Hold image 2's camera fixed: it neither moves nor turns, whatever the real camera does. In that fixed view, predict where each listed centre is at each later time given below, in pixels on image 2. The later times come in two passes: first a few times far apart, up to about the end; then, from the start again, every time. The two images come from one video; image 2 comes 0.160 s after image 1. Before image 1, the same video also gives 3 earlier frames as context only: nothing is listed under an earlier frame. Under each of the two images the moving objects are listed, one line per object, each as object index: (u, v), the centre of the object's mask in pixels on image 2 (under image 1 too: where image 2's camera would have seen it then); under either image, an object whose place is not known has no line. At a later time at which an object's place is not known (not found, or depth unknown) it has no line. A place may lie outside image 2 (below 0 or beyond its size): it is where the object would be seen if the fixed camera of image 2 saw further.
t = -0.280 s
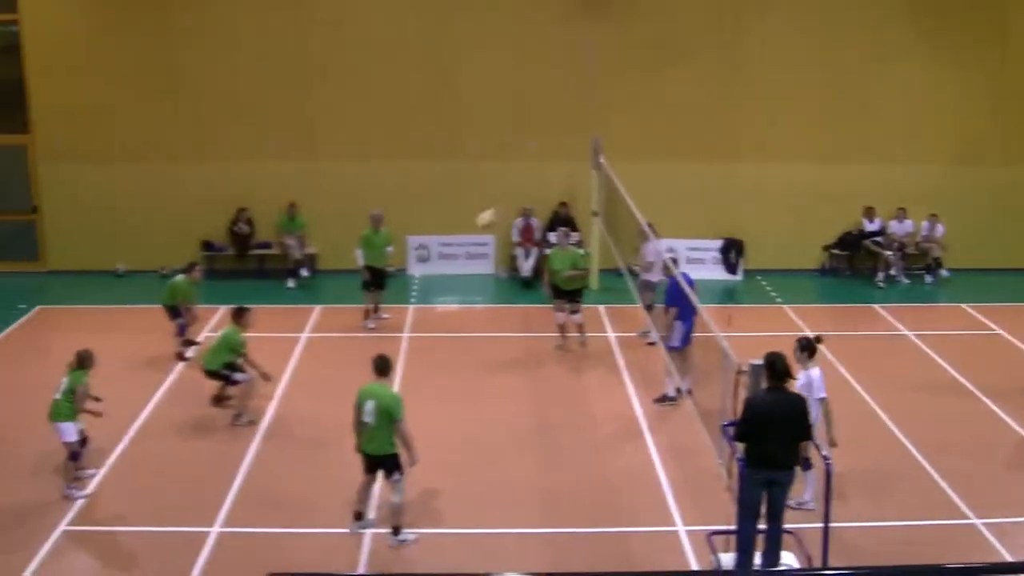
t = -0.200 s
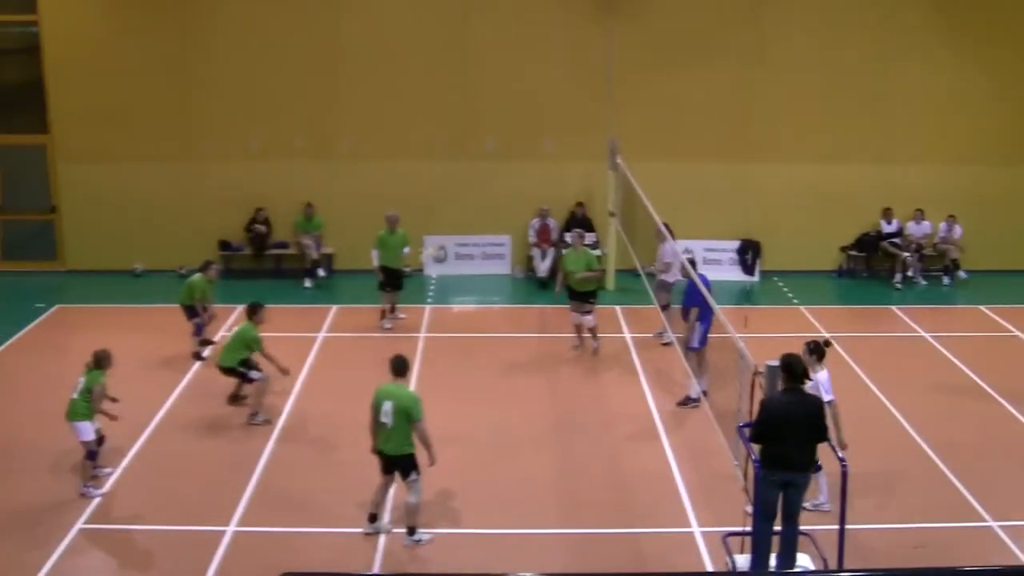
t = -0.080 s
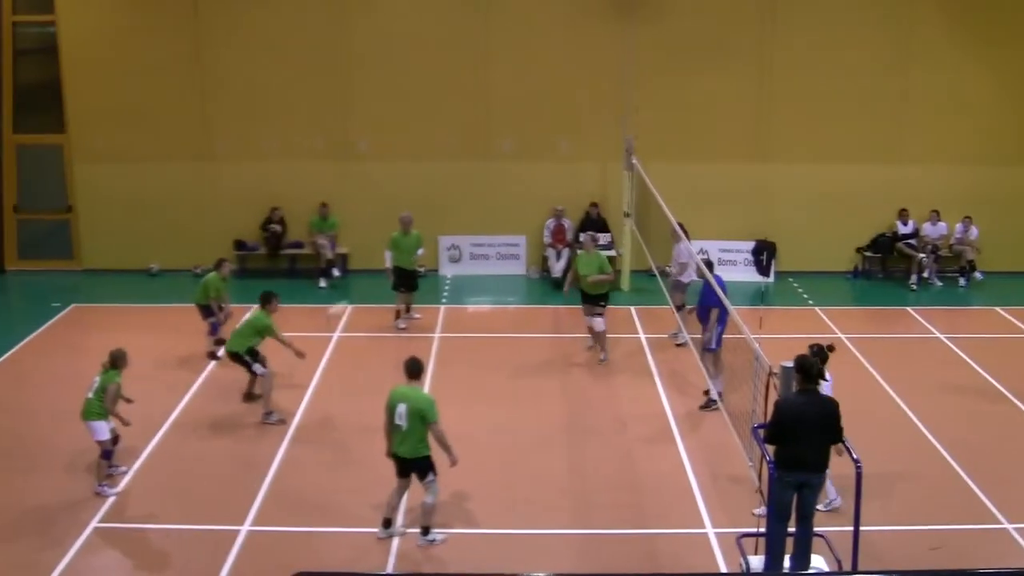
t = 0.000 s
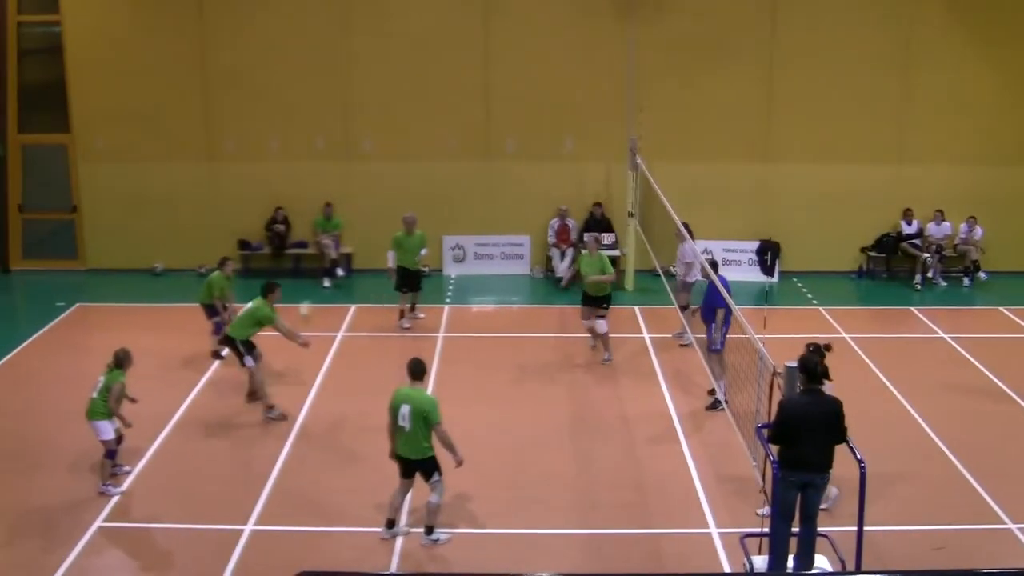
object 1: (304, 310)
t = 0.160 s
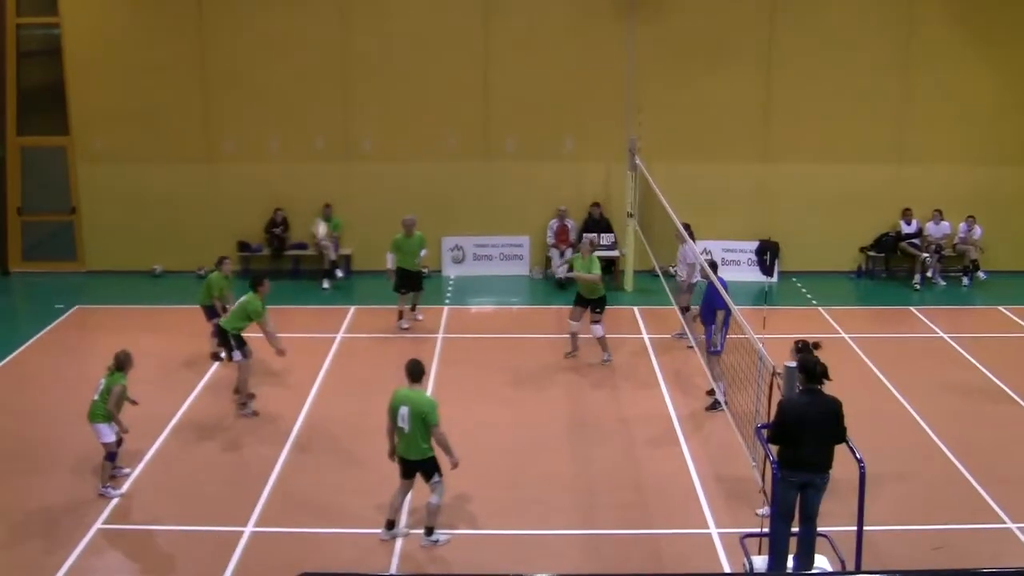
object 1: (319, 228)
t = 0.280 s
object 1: (329, 178)
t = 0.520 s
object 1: (349, 114)
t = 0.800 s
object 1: (375, 99)
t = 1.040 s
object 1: (396, 134)
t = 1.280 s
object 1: (417, 206)
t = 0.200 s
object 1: (323, 210)
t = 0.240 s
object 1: (326, 194)
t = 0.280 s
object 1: (329, 178)
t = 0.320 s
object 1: (333, 164)
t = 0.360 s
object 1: (337, 153)
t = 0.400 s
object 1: (341, 141)
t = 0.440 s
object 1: (345, 131)
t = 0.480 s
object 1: (347, 122)
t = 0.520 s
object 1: (349, 114)
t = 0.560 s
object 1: (353, 108)
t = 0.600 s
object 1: (356, 104)
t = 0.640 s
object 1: (361, 101)
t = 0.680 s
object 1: (365, 98)
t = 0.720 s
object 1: (368, 98)
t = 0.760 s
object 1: (370, 97)
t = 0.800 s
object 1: (375, 99)
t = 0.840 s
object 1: (378, 102)
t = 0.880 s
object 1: (382, 106)
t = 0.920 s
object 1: (386, 111)
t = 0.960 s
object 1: (390, 117)
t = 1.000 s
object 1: (392, 124)
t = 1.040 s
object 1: (396, 134)
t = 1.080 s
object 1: (400, 143)
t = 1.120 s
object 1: (405, 154)
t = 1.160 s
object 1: (408, 166)
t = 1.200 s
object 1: (413, 178)
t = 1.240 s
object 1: (414, 192)
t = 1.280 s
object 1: (417, 206)
